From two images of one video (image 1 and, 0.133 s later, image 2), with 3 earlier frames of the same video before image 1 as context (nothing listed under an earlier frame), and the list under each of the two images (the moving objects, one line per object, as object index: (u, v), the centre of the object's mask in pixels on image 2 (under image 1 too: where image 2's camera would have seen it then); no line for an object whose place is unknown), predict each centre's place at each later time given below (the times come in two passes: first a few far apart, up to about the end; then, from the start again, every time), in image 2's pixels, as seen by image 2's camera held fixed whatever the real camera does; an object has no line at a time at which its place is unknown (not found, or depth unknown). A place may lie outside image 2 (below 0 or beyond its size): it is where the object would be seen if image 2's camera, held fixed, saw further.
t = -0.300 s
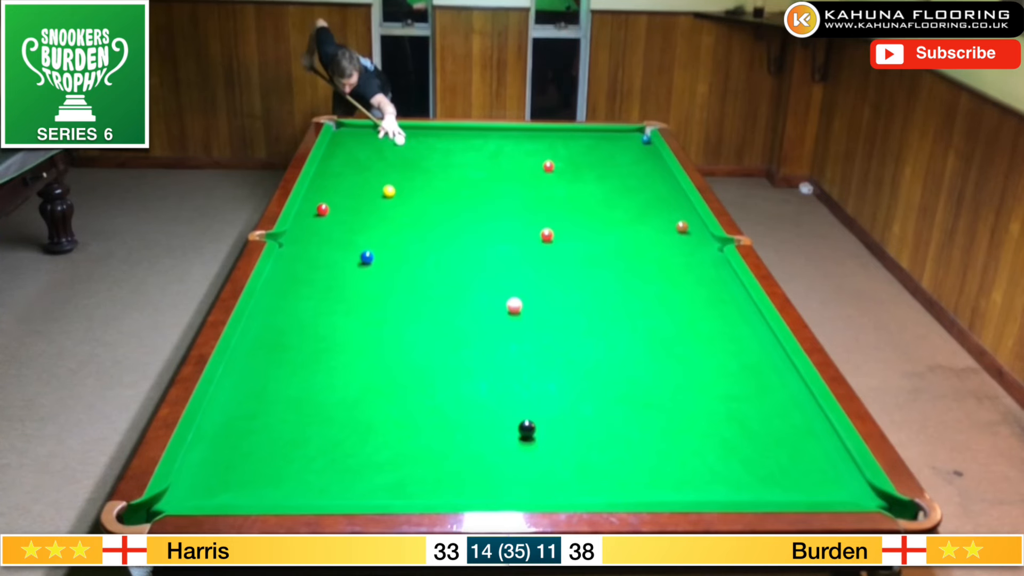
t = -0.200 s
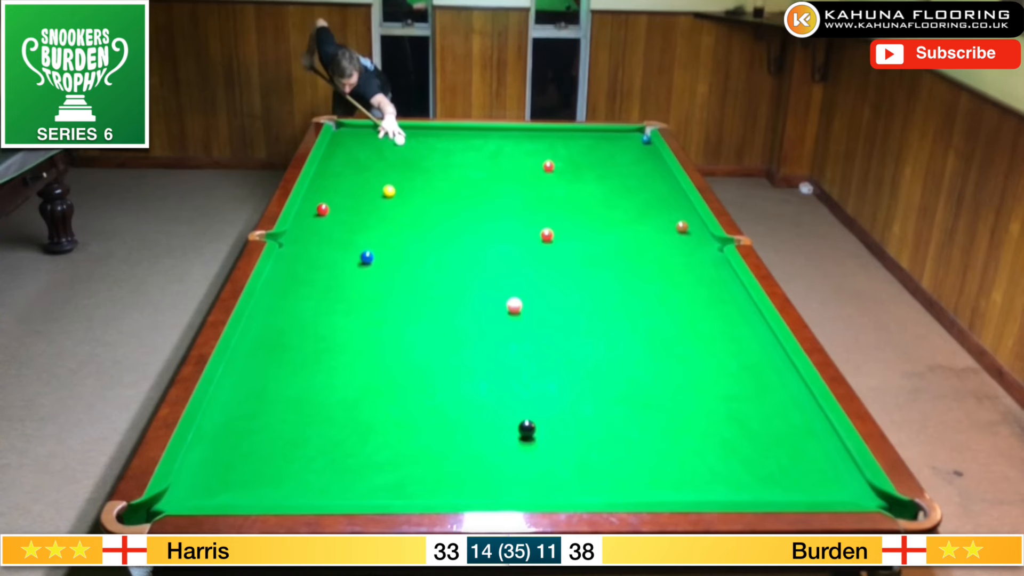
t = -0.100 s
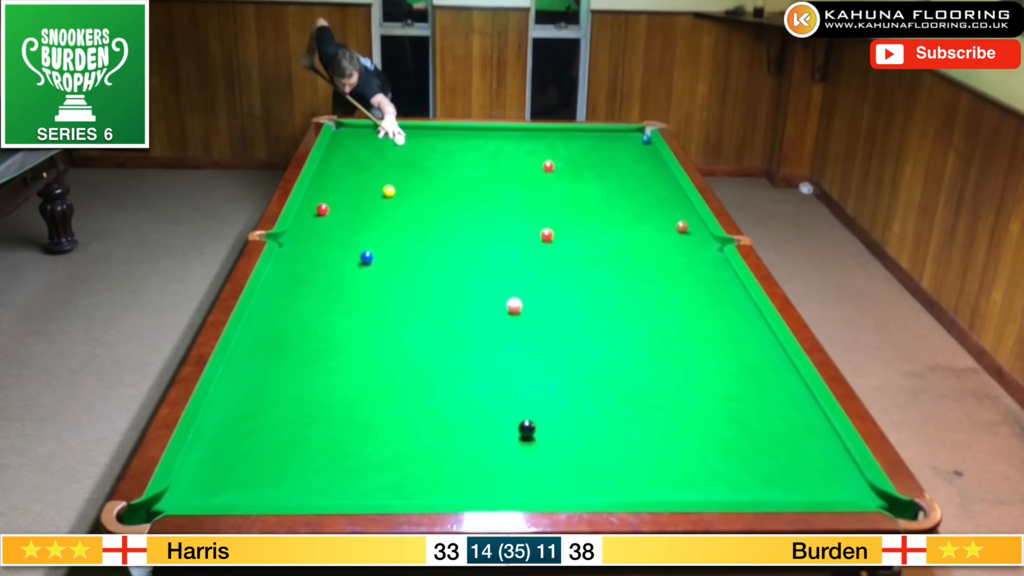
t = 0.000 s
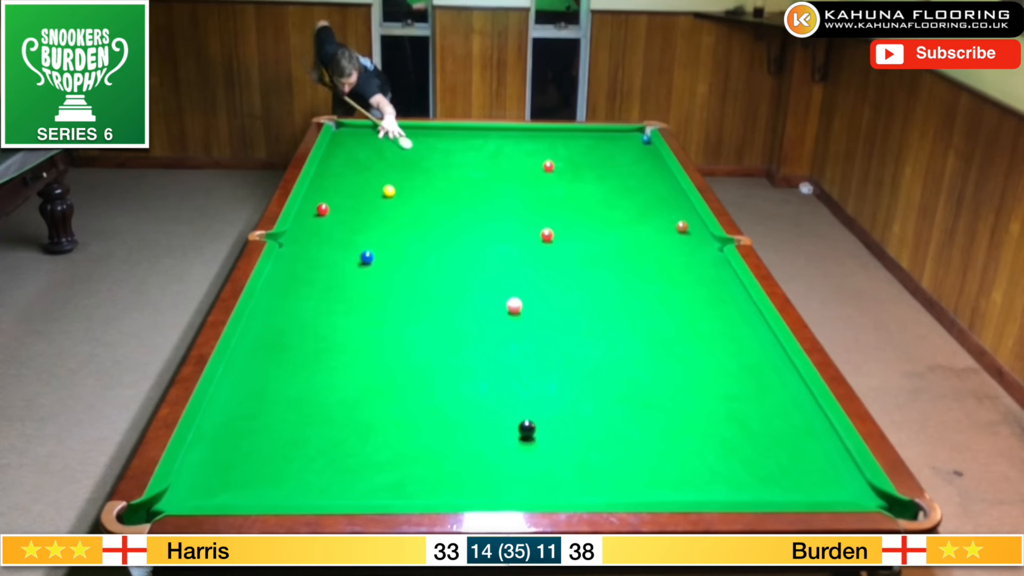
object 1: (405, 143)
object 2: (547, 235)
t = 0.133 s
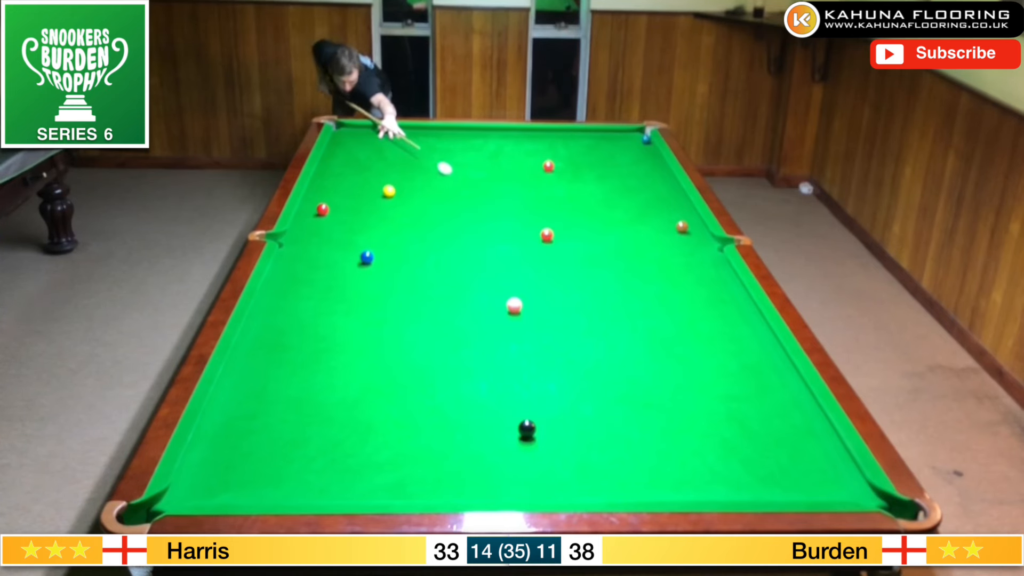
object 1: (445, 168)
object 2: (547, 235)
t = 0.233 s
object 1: (476, 188)
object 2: (547, 235)
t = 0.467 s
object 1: (548, 230)
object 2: (558, 245)
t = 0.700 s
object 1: (586, 236)
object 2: (620, 306)
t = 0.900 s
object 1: (626, 248)
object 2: (675, 359)
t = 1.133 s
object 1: (676, 262)
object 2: (754, 435)
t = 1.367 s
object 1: (728, 277)
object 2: (815, 469)
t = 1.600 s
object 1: (715, 289)
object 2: (809, 406)
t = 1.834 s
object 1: (696, 301)
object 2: (771, 361)
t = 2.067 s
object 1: (678, 311)
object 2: (737, 324)
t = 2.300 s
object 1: (659, 322)
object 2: (709, 293)
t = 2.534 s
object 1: (641, 333)
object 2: (686, 266)
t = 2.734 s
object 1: (625, 342)
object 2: (669, 247)
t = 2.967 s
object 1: (608, 352)
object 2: (651, 226)
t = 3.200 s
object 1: (591, 362)
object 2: (636, 209)
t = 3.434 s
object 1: (574, 372)
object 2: (623, 193)
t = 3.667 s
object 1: (559, 381)
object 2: (612, 179)
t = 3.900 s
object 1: (545, 390)
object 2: (602, 166)
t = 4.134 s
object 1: (532, 398)
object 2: (593, 155)
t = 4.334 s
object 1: (521, 404)
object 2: (586, 146)
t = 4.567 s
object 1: (510, 411)
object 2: (579, 137)
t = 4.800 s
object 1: (501, 418)
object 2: (573, 131)
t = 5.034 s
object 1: (493, 423)
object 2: (573, 136)
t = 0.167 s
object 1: (455, 175)
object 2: (547, 235)
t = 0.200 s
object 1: (465, 181)
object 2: (547, 235)
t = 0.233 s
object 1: (476, 188)
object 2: (547, 235)
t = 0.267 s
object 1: (486, 195)
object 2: (547, 235)
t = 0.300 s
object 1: (497, 202)
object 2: (547, 235)
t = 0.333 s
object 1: (509, 209)
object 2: (547, 235)
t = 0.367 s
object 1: (521, 216)
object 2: (547, 235)
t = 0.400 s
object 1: (533, 224)
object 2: (547, 235)
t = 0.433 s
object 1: (544, 230)
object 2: (550, 239)
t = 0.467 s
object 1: (548, 230)
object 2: (558, 245)
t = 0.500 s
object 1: (553, 230)
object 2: (566, 254)
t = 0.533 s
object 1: (558, 231)
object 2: (575, 262)
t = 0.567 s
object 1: (563, 231)
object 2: (584, 271)
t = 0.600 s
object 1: (568, 232)
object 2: (593, 279)
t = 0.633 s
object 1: (574, 233)
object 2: (602, 288)
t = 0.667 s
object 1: (580, 234)
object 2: (611, 297)
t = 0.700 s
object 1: (586, 236)
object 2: (620, 306)
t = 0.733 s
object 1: (592, 237)
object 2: (629, 314)
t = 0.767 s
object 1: (599, 239)
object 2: (638, 323)
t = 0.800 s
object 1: (605, 241)
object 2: (647, 332)
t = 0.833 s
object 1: (612, 243)
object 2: (656, 340)
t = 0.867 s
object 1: (619, 245)
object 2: (666, 349)
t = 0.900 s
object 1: (626, 248)
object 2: (675, 359)
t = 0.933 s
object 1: (633, 250)
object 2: (686, 369)
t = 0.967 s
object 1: (640, 252)
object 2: (696, 379)
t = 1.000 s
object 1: (648, 254)
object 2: (706, 389)
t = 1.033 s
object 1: (655, 256)
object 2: (718, 400)
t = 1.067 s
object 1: (662, 258)
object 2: (730, 411)
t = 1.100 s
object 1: (669, 260)
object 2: (742, 423)
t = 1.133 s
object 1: (676, 262)
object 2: (754, 435)
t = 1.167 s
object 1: (684, 265)
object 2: (767, 447)
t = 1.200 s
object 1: (691, 266)
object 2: (781, 461)
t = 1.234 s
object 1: (698, 269)
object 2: (795, 474)
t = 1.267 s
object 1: (706, 271)
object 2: (810, 487)
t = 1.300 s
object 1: (713, 273)
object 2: (819, 492)
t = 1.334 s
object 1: (721, 275)
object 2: (817, 481)
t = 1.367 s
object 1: (728, 277)
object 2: (815, 469)
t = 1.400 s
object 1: (733, 280)
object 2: (813, 458)
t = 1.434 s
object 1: (729, 281)
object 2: (812, 448)
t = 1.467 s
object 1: (725, 283)
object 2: (811, 439)
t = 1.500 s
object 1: (723, 285)
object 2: (810, 430)
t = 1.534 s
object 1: (720, 286)
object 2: (810, 422)
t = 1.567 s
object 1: (718, 288)
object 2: (809, 414)
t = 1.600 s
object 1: (715, 289)
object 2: (809, 406)
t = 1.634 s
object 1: (712, 291)
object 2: (806, 398)
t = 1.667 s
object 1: (710, 293)
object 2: (799, 392)
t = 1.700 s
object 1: (707, 294)
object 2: (793, 385)
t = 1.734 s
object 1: (704, 296)
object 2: (787, 379)
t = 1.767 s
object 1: (701, 297)
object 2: (782, 373)
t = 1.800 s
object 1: (699, 299)
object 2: (776, 367)
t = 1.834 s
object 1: (696, 301)
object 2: (771, 361)
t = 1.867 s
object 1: (694, 302)
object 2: (765, 355)
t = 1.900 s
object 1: (691, 304)
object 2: (760, 350)
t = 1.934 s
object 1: (688, 305)
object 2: (755, 344)
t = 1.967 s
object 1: (686, 307)
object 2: (751, 339)
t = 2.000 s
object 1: (683, 308)
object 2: (746, 334)
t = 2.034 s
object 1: (680, 310)
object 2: (742, 329)
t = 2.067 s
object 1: (678, 311)
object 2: (737, 324)
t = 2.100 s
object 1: (675, 313)
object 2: (733, 319)
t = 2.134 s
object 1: (672, 314)
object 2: (729, 314)
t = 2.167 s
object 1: (670, 316)
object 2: (725, 310)
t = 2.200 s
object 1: (667, 318)
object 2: (721, 305)
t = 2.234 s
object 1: (664, 319)
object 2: (716, 301)
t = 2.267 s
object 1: (662, 321)
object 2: (713, 297)
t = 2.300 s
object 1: (659, 322)
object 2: (709, 293)
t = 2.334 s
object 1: (656, 324)
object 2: (705, 289)
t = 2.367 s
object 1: (654, 325)
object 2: (702, 285)
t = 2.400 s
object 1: (651, 327)
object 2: (699, 281)
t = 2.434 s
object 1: (648, 328)
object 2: (696, 277)
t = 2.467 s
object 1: (646, 330)
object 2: (692, 274)
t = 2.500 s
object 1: (643, 332)
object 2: (689, 270)
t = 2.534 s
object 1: (641, 333)
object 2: (686, 266)
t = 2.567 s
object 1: (638, 334)
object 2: (683, 263)
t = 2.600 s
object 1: (636, 336)
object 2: (680, 260)
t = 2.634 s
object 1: (633, 338)
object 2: (677, 256)
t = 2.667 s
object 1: (630, 339)
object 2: (674, 253)
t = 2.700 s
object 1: (628, 340)
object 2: (671, 250)
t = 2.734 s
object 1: (625, 342)
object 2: (669, 247)
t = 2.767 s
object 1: (623, 343)
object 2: (666, 244)
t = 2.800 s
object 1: (620, 345)
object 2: (663, 241)
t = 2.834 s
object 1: (617, 346)
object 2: (661, 238)
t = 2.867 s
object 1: (615, 348)
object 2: (658, 235)
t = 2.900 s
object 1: (613, 349)
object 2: (656, 232)
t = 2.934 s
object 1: (610, 351)
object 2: (654, 229)
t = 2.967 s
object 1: (608, 352)
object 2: (651, 226)
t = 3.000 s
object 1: (605, 354)
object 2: (649, 223)
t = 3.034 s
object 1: (603, 355)
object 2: (647, 221)
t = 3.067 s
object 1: (600, 356)
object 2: (645, 218)
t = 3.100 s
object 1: (598, 358)
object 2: (642, 216)
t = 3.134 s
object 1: (595, 359)
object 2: (640, 213)
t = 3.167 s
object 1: (593, 361)
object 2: (639, 211)
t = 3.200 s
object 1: (591, 362)
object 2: (636, 209)
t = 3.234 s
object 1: (588, 364)
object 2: (634, 206)
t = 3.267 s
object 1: (586, 365)
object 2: (632, 204)
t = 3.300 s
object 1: (583, 366)
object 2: (630, 201)
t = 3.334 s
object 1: (581, 368)
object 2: (629, 199)
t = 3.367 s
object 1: (579, 369)
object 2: (627, 197)
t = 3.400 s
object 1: (577, 371)
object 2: (625, 195)
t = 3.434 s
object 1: (574, 372)
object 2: (623, 193)
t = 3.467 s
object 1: (572, 373)
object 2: (622, 191)
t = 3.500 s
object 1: (570, 374)
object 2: (620, 189)
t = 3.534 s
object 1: (568, 376)
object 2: (618, 186)
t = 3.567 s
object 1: (566, 377)
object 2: (617, 185)
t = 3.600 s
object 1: (563, 378)
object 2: (615, 183)
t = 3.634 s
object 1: (561, 379)
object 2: (614, 181)
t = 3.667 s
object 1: (559, 381)
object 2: (612, 179)
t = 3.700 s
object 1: (557, 382)
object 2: (611, 177)
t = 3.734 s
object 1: (555, 383)
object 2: (609, 175)
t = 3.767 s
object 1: (553, 385)
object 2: (607, 173)
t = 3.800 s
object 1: (551, 386)
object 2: (606, 171)
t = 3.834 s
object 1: (549, 387)
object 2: (605, 169)
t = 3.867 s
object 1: (547, 388)
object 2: (603, 168)
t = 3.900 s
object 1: (545, 390)
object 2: (602, 166)
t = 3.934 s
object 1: (543, 391)
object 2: (601, 164)
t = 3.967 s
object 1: (541, 392)
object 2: (599, 163)
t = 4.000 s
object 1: (539, 393)
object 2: (598, 161)
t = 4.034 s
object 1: (537, 394)
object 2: (596, 159)
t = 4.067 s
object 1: (535, 396)
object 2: (595, 158)
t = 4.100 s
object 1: (534, 397)
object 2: (594, 156)
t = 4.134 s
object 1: (532, 398)
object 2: (593, 155)
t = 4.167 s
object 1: (530, 399)
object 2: (592, 153)
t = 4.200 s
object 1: (528, 400)
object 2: (590, 152)
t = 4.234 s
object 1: (526, 401)
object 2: (590, 151)
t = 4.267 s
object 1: (525, 402)
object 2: (588, 149)
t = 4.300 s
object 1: (523, 403)
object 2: (587, 148)
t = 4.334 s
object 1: (521, 404)
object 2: (586, 146)
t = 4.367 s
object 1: (520, 405)
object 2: (585, 145)
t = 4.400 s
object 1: (518, 406)
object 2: (584, 143)
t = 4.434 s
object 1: (516, 407)
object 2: (583, 142)
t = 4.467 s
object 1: (515, 408)
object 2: (582, 141)
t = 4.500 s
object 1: (513, 409)
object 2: (581, 140)
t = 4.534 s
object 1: (512, 410)
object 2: (580, 138)
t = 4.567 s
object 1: (510, 411)
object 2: (579, 137)
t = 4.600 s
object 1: (509, 412)
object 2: (578, 136)
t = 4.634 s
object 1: (507, 413)
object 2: (577, 135)
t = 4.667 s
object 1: (506, 414)
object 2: (576, 133)
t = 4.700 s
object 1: (504, 415)
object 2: (575, 132)
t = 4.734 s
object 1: (503, 416)
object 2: (574, 132)
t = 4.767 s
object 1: (502, 417)
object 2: (573, 130)
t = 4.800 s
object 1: (501, 418)
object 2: (573, 131)
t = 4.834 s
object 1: (499, 418)
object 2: (573, 132)
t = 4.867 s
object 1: (498, 419)
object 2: (573, 133)
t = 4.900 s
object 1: (497, 420)
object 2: (573, 133)
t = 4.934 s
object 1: (496, 421)
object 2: (573, 134)
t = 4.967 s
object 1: (495, 421)
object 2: (573, 134)
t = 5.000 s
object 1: (494, 422)
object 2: (573, 135)
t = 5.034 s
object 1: (493, 423)
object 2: (573, 136)
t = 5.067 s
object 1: (492, 424)
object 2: (573, 136)
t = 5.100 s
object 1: (491, 424)
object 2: (573, 137)
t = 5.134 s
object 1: (490, 425)
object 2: (572, 138)
